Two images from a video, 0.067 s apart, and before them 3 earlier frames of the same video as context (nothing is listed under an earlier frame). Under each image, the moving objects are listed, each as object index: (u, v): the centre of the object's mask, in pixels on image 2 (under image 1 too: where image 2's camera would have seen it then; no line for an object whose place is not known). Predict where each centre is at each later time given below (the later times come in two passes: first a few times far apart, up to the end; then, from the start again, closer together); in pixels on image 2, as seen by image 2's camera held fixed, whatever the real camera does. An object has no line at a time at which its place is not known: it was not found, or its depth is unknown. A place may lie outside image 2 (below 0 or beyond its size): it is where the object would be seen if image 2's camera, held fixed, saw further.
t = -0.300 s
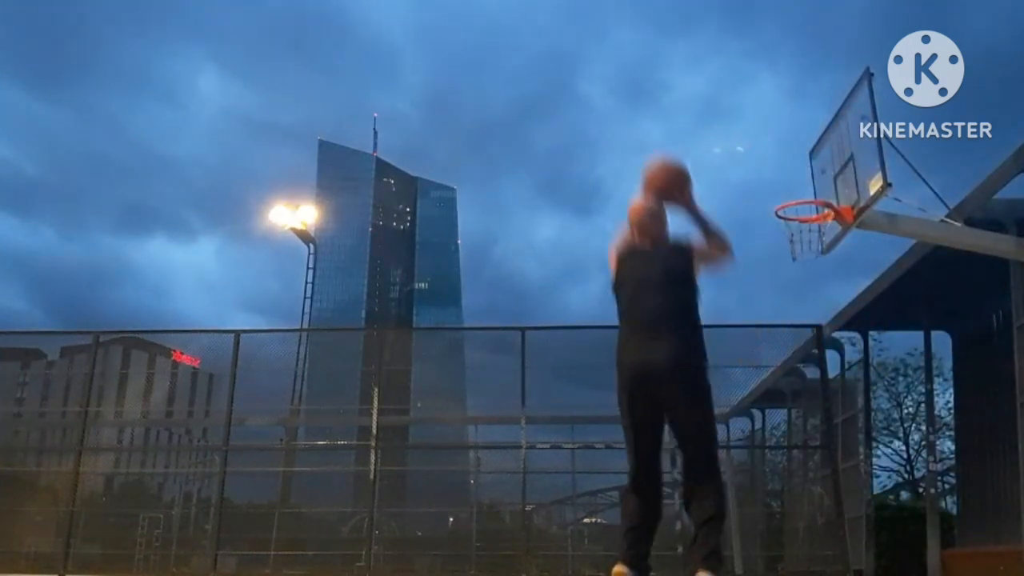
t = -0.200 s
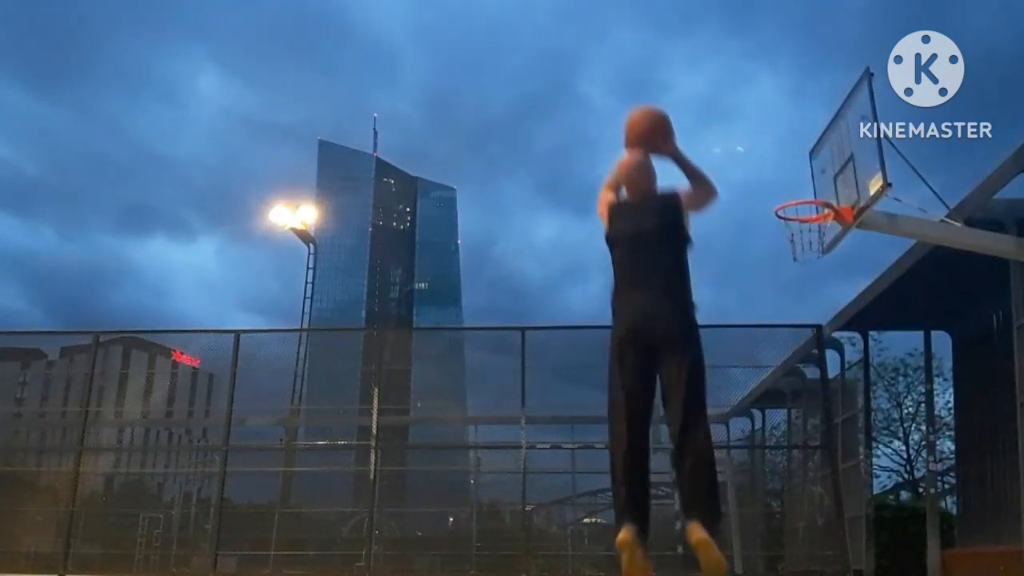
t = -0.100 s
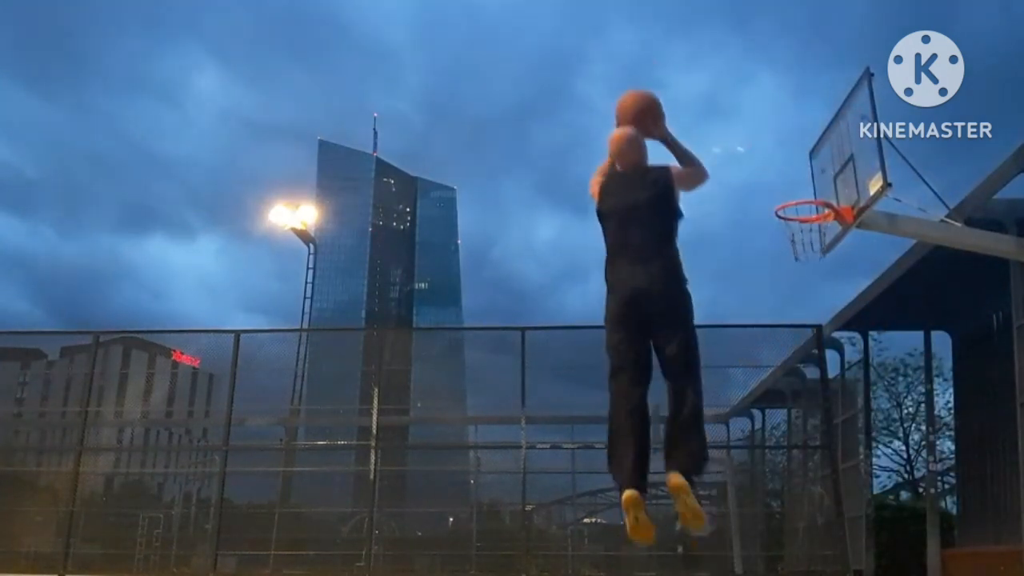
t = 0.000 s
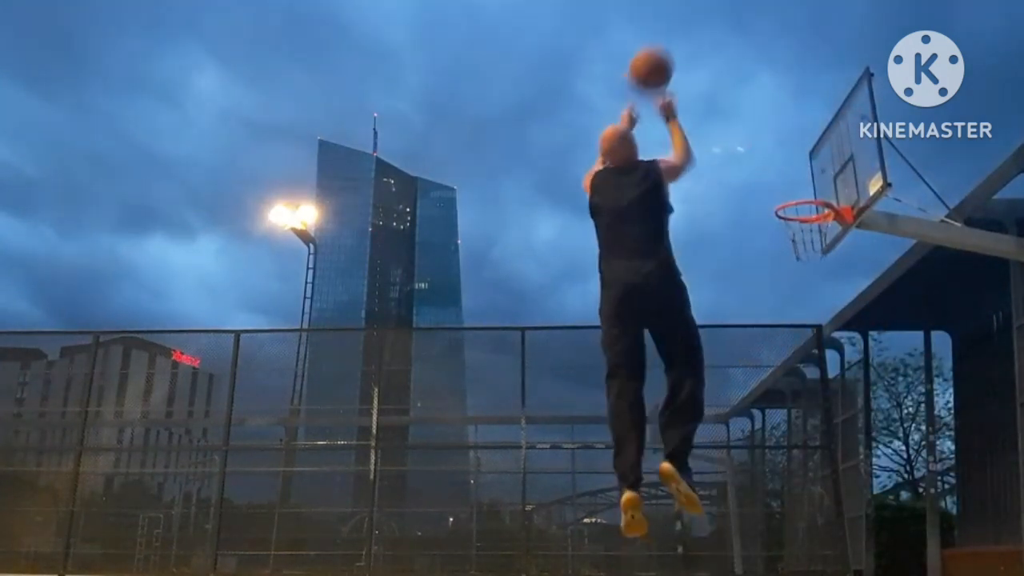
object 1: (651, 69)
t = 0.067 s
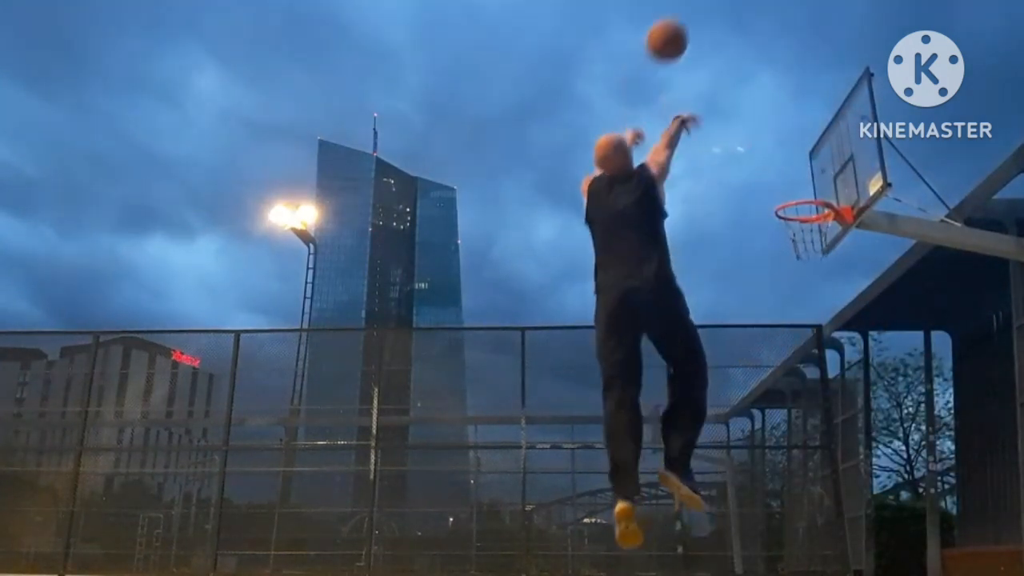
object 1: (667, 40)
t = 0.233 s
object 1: (702, 11)
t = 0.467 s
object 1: (743, 20)
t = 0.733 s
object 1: (787, 99)
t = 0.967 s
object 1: (818, 186)
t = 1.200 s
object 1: (813, 188)
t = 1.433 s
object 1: (793, 229)
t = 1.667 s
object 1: (782, 310)
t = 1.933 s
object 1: (774, 468)
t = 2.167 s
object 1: (763, 512)
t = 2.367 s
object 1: (747, 428)
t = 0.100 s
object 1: (674, 29)
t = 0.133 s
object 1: (681, 21)
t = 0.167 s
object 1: (689, 16)
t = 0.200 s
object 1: (695, 13)
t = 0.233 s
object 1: (702, 11)
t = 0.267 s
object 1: (708, 10)
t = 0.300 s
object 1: (714, 9)
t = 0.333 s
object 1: (720, 10)
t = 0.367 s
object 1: (726, 10)
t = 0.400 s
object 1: (732, 12)
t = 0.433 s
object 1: (738, 15)
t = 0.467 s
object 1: (743, 20)
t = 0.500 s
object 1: (748, 27)
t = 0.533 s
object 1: (754, 34)
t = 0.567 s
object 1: (760, 42)
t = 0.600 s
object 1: (765, 52)
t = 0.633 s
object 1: (771, 63)
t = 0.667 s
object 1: (776, 74)
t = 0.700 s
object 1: (782, 86)
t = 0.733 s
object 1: (787, 99)
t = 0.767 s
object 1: (792, 113)
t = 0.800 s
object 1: (798, 128)
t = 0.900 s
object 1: (815, 177)
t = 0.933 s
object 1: (819, 189)
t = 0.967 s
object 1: (818, 186)
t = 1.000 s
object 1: (817, 183)
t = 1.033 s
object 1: (816, 181)
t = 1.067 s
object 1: (815, 180)
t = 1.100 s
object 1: (815, 181)
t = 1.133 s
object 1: (815, 182)
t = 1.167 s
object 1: (814, 185)
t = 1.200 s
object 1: (813, 188)
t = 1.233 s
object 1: (811, 190)
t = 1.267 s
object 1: (807, 192)
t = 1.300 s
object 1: (803, 198)
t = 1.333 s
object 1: (801, 204)
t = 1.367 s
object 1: (798, 209)
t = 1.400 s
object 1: (796, 217)
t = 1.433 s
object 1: (793, 229)
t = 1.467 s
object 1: (792, 235)
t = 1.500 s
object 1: (790, 245)
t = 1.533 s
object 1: (788, 256)
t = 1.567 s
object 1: (786, 268)
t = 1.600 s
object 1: (784, 281)
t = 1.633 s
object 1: (783, 295)
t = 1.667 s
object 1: (782, 310)
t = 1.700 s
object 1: (780, 326)
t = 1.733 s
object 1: (779, 343)
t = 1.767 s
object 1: (778, 359)
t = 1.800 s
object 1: (776, 383)
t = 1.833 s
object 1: (775, 397)
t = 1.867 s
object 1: (775, 422)
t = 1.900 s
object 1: (775, 445)
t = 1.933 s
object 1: (774, 468)
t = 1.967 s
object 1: (774, 493)
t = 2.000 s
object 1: (774, 521)
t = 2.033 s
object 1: (774, 546)
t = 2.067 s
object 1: (773, 566)
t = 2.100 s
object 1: (770, 551)
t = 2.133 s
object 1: (767, 530)
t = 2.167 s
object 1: (763, 512)
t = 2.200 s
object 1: (761, 493)
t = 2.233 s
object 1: (757, 477)
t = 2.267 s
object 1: (755, 463)
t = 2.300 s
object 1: (752, 450)
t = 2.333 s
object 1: (751, 439)
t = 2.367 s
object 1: (747, 428)
